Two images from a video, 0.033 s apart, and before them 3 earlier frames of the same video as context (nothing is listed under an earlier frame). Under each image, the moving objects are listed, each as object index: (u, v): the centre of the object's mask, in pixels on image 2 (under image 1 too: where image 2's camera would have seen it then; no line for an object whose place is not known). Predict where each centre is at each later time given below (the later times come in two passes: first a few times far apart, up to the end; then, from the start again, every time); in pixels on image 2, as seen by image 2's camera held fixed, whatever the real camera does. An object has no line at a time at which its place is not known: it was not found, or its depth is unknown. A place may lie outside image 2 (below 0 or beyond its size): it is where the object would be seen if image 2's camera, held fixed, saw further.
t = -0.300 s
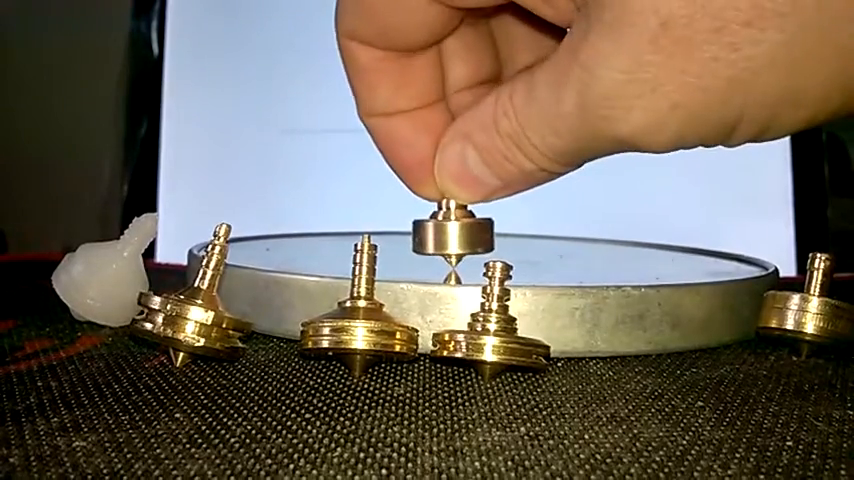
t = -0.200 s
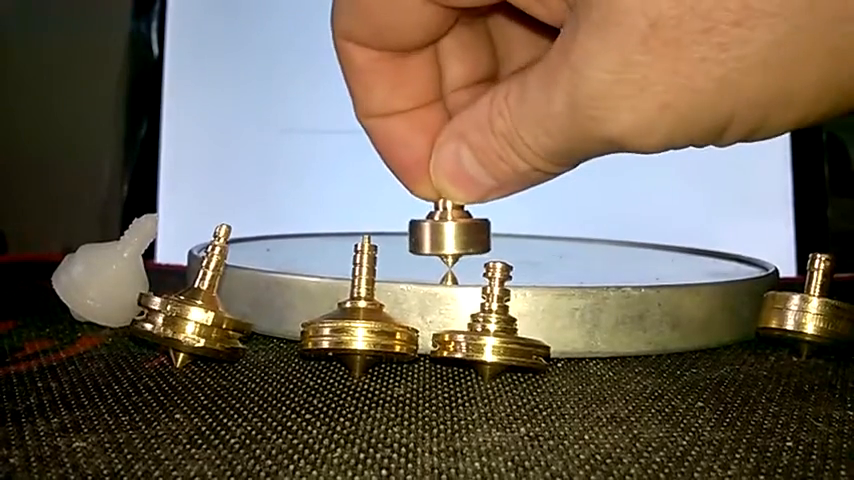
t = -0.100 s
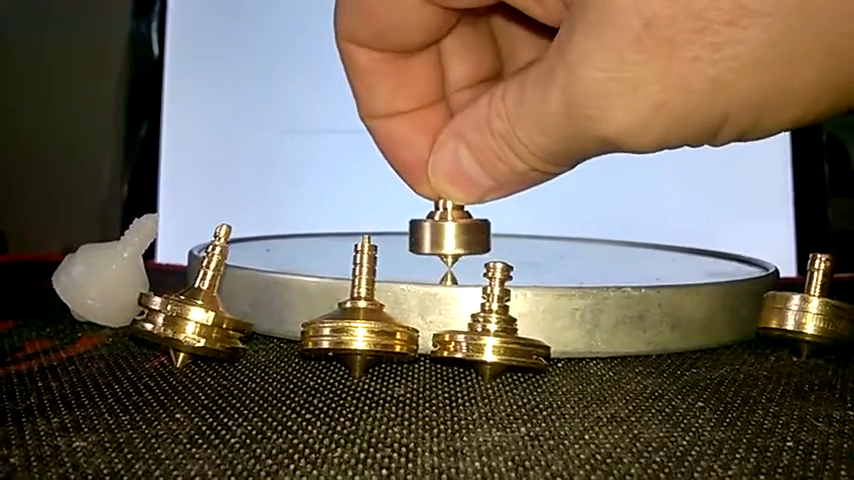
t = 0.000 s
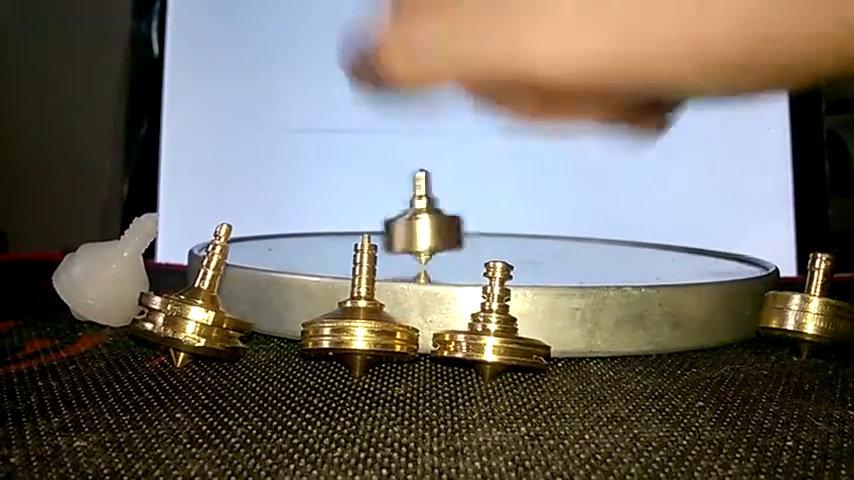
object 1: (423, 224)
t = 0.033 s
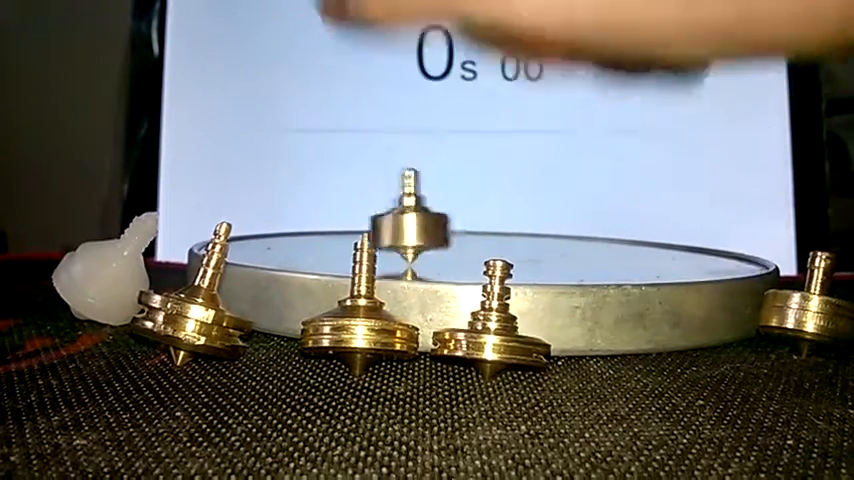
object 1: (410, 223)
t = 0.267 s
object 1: (395, 224)
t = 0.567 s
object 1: (391, 222)
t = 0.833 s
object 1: (398, 226)
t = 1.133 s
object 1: (394, 223)
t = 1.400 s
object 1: (400, 225)
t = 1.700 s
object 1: (397, 223)
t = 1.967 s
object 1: (402, 226)
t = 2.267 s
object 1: (399, 224)
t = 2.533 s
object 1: (403, 226)
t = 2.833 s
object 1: (402, 225)
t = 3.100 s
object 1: (405, 227)
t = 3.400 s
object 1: (404, 225)
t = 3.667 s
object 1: (406, 227)
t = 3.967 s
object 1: (407, 225)
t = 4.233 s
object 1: (407, 228)
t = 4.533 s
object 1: (410, 226)
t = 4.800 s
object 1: (407, 228)
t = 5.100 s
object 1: (413, 226)
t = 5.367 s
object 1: (408, 228)
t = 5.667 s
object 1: (416, 226)
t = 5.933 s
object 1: (408, 227)
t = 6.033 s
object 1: (408, 225)
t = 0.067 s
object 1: (401, 223)
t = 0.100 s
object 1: (395, 222)
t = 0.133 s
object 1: (394, 223)
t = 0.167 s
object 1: (394, 223)
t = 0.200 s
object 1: (395, 224)
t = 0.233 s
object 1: (396, 224)
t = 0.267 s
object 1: (395, 224)
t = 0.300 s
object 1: (395, 225)
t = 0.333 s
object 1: (394, 225)
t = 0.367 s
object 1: (393, 224)
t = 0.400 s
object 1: (392, 223)
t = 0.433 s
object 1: (391, 222)
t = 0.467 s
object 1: (389, 222)
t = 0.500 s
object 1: (389, 221)
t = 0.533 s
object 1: (390, 221)
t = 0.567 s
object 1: (391, 222)
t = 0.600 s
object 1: (392, 223)
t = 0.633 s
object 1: (394, 224)
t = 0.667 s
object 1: (395, 224)
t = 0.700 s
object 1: (396, 224)
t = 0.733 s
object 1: (397, 224)
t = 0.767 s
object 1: (398, 224)
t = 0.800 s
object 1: (398, 225)
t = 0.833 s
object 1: (398, 226)
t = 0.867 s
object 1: (397, 225)
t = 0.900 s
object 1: (396, 225)
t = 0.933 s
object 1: (395, 225)
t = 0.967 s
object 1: (394, 224)
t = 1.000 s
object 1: (393, 222)
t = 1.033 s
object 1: (392, 222)
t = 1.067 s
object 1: (391, 221)
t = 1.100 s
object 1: (392, 222)
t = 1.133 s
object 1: (394, 223)
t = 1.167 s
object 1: (395, 223)
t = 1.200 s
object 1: (397, 224)
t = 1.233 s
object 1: (398, 224)
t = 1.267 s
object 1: (399, 224)
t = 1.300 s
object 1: (400, 224)
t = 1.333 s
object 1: (400, 225)
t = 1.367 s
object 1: (400, 225)
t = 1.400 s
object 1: (400, 225)
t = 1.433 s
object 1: (399, 226)
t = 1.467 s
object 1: (398, 225)
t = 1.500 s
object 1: (397, 225)
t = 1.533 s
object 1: (395, 224)
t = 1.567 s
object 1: (394, 222)
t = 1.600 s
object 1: (394, 222)
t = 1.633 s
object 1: (394, 221)
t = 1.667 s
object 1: (395, 222)
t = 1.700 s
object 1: (397, 223)
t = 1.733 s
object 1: (398, 224)
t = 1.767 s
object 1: (400, 224)
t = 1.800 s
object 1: (400, 225)
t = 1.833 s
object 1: (402, 224)
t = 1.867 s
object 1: (402, 225)
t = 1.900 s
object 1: (402, 226)
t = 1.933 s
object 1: (402, 226)
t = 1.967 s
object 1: (402, 226)
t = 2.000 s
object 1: (401, 226)
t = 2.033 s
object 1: (400, 226)
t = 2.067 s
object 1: (398, 225)
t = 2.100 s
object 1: (397, 224)
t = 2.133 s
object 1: (396, 223)
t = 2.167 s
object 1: (396, 222)
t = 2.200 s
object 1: (396, 222)
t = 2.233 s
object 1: (398, 223)
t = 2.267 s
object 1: (399, 224)
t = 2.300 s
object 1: (401, 224)
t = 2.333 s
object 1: (402, 225)
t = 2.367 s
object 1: (403, 224)
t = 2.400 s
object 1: (404, 224)
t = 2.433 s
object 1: (405, 225)
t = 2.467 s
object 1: (405, 226)
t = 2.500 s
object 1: (404, 226)
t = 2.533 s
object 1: (403, 226)
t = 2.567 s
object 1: (402, 226)
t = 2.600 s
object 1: (401, 226)
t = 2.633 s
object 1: (399, 225)
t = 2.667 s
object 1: (398, 224)
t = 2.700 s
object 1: (398, 223)
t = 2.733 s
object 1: (398, 222)
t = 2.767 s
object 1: (399, 223)
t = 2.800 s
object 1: (400, 224)
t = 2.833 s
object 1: (402, 225)
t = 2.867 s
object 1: (403, 225)
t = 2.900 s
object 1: (405, 225)
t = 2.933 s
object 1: (406, 225)
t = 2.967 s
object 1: (407, 225)
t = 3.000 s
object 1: (406, 226)
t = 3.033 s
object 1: (407, 226)
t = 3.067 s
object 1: (406, 227)
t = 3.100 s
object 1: (405, 227)
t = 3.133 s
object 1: (403, 227)
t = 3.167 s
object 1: (402, 226)
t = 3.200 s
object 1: (401, 225)
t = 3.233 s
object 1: (400, 224)
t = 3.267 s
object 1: (399, 223)
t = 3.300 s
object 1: (400, 223)
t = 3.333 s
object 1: (401, 224)
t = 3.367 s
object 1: (403, 225)
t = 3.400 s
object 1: (404, 225)
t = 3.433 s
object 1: (406, 225)
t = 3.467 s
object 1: (407, 225)
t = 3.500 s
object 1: (408, 225)
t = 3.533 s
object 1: (409, 226)
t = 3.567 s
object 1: (408, 226)
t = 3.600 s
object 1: (408, 227)
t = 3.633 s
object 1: (407, 227)
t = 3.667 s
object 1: (406, 227)
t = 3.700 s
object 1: (405, 227)
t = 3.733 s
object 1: (403, 226)
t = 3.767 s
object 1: (402, 225)
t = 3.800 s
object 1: (402, 223)
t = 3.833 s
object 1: (402, 223)
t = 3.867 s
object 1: (403, 224)
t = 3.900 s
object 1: (404, 225)
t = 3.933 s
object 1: (406, 225)
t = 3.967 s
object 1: (407, 225)
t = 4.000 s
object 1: (409, 226)
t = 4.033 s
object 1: (410, 225)
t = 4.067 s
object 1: (410, 225)
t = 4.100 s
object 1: (411, 226)
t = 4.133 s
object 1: (410, 227)
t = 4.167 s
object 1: (410, 227)
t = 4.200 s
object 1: (408, 228)
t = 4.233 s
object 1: (407, 228)
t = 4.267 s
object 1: (405, 227)
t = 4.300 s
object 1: (404, 226)
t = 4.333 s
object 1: (403, 225)
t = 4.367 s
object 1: (403, 224)
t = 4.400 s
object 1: (404, 224)
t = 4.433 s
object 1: (405, 225)
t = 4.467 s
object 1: (406, 225)
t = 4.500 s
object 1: (408, 226)
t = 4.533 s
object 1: (410, 226)
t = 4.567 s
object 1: (412, 226)
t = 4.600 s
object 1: (413, 225)
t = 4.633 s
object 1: (413, 226)
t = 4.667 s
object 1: (413, 227)
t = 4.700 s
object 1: (411, 228)
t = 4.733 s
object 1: (410, 228)
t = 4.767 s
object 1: (409, 228)
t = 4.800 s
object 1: (407, 228)
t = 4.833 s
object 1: (406, 227)
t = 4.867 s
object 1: (405, 226)
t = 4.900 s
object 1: (404, 225)
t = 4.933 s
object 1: (404, 224)
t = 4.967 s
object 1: (406, 225)
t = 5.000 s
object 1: (407, 226)
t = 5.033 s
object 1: (409, 226)
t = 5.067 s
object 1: (411, 226)
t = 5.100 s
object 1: (413, 226)
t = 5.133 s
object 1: (414, 225)
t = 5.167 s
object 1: (415, 226)
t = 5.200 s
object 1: (415, 227)
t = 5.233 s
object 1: (414, 228)
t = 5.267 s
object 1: (412, 228)
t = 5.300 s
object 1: (411, 229)
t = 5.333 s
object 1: (409, 228)
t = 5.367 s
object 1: (408, 228)
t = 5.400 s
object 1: (406, 226)
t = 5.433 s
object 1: (406, 225)
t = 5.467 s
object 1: (406, 224)
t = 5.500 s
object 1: (407, 225)
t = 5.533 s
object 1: (408, 226)
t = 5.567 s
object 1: (410, 226)
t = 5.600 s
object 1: (412, 227)
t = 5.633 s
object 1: (414, 226)
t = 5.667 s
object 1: (416, 226)
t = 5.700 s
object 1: (417, 226)
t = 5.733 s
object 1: (417, 227)
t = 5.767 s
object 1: (416, 227)
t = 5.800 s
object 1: (415, 228)
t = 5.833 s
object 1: (413, 229)
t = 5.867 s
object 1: (411, 229)
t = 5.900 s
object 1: (410, 228)
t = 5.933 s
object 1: (408, 227)
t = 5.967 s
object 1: (408, 225)
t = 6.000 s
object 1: (407, 225)
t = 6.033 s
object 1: (408, 225)
